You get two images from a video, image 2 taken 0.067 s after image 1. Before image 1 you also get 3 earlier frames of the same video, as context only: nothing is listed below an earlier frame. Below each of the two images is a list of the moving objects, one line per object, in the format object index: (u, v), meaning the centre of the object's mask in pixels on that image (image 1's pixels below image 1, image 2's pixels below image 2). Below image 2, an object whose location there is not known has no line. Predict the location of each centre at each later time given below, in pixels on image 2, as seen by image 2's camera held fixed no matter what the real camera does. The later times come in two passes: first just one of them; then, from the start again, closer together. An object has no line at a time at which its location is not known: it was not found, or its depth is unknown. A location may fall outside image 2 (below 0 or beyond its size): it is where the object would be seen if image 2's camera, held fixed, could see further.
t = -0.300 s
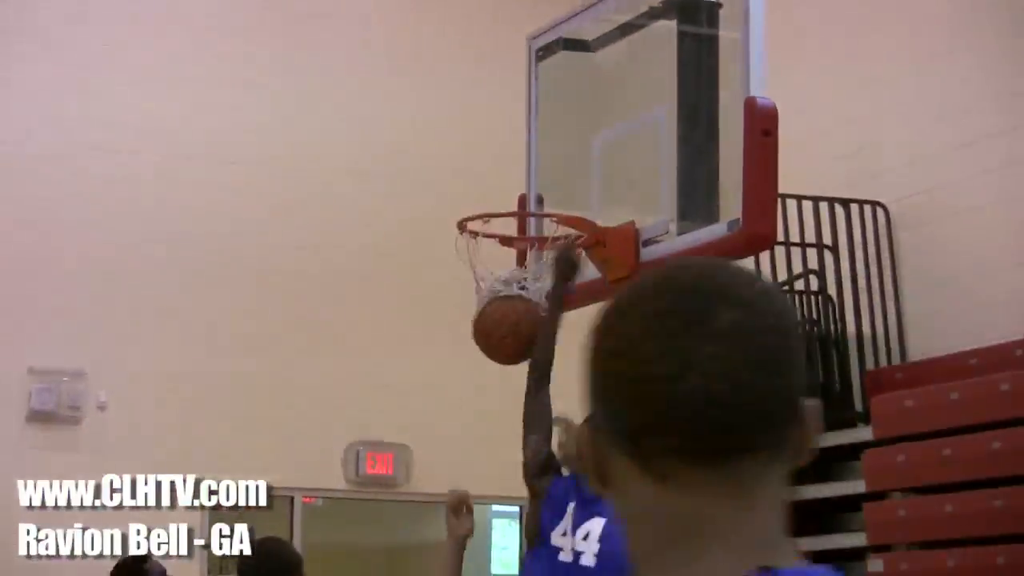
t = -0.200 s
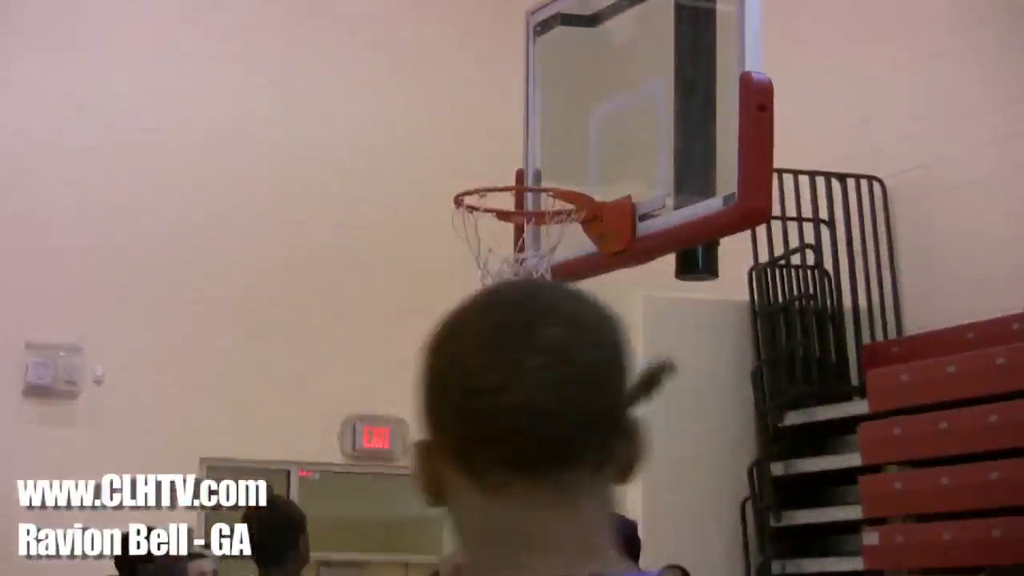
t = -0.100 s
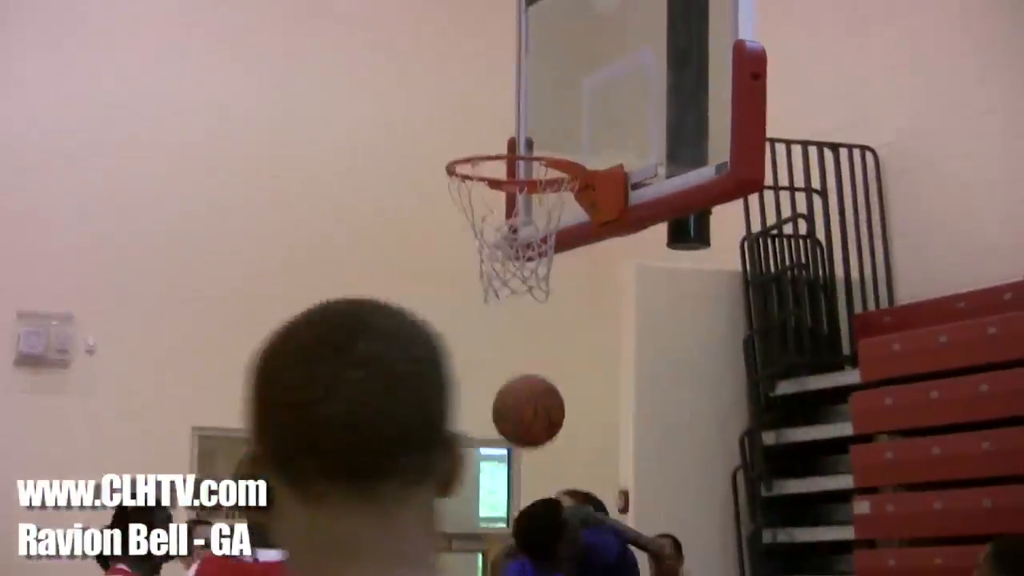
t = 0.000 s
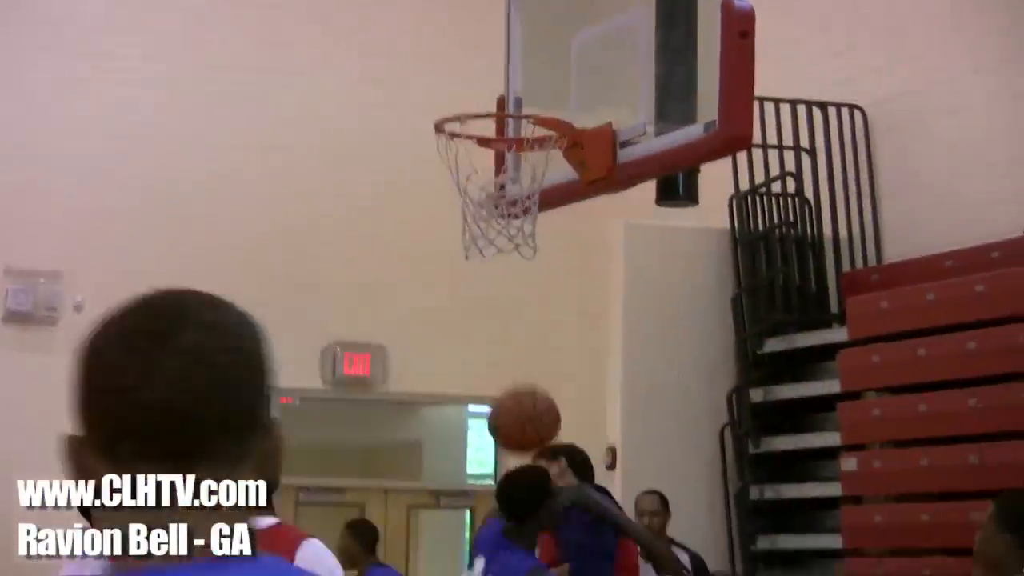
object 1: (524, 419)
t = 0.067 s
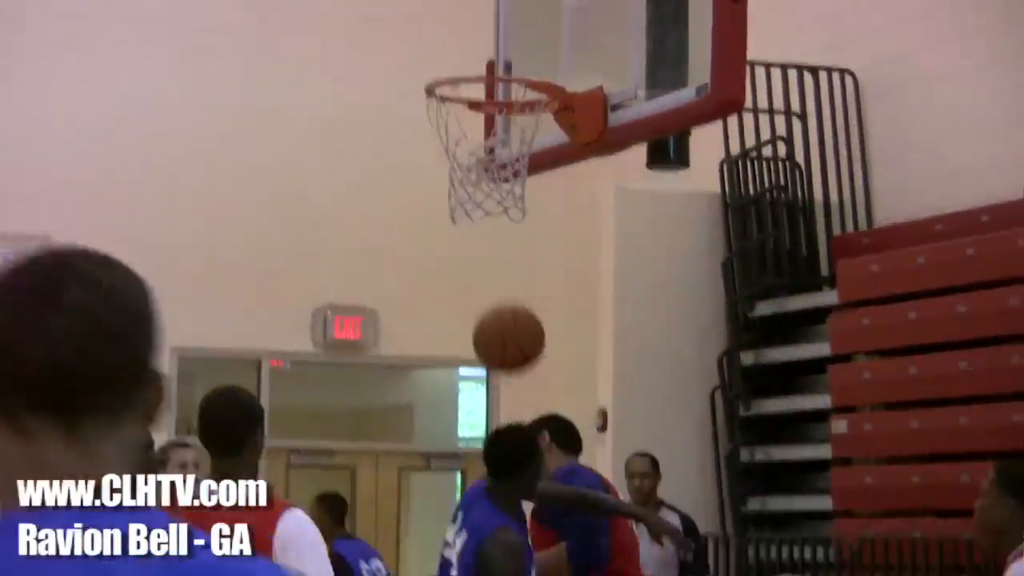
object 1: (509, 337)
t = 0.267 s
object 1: (494, 269)
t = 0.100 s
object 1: (506, 319)
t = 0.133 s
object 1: (503, 304)
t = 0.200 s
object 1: (499, 280)
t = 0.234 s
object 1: (496, 273)
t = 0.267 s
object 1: (494, 269)
